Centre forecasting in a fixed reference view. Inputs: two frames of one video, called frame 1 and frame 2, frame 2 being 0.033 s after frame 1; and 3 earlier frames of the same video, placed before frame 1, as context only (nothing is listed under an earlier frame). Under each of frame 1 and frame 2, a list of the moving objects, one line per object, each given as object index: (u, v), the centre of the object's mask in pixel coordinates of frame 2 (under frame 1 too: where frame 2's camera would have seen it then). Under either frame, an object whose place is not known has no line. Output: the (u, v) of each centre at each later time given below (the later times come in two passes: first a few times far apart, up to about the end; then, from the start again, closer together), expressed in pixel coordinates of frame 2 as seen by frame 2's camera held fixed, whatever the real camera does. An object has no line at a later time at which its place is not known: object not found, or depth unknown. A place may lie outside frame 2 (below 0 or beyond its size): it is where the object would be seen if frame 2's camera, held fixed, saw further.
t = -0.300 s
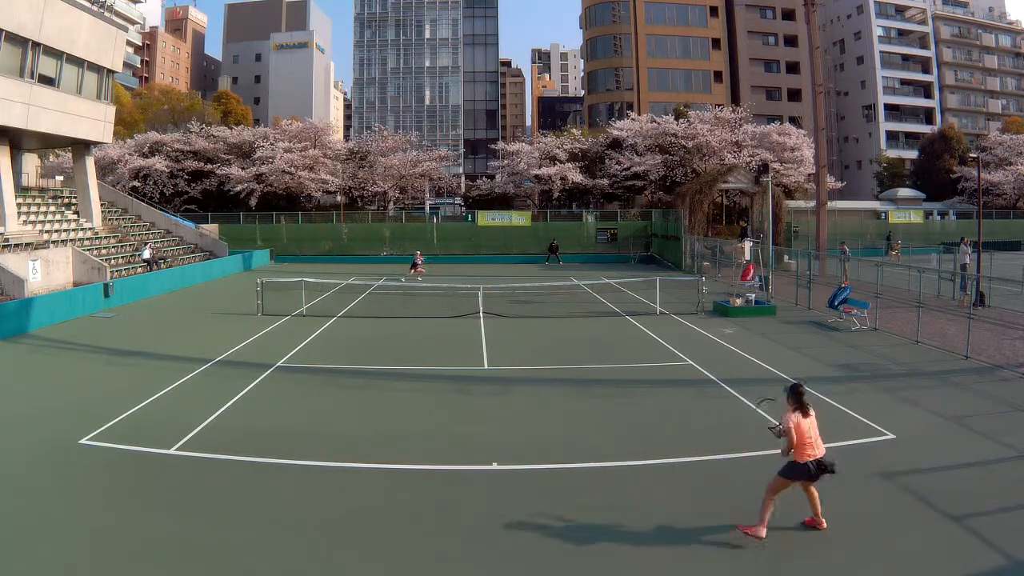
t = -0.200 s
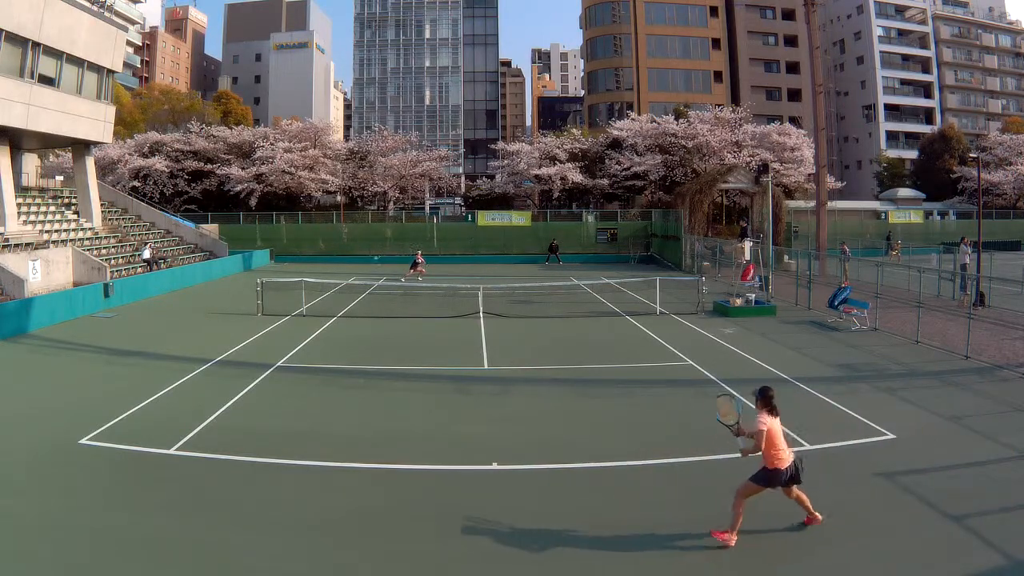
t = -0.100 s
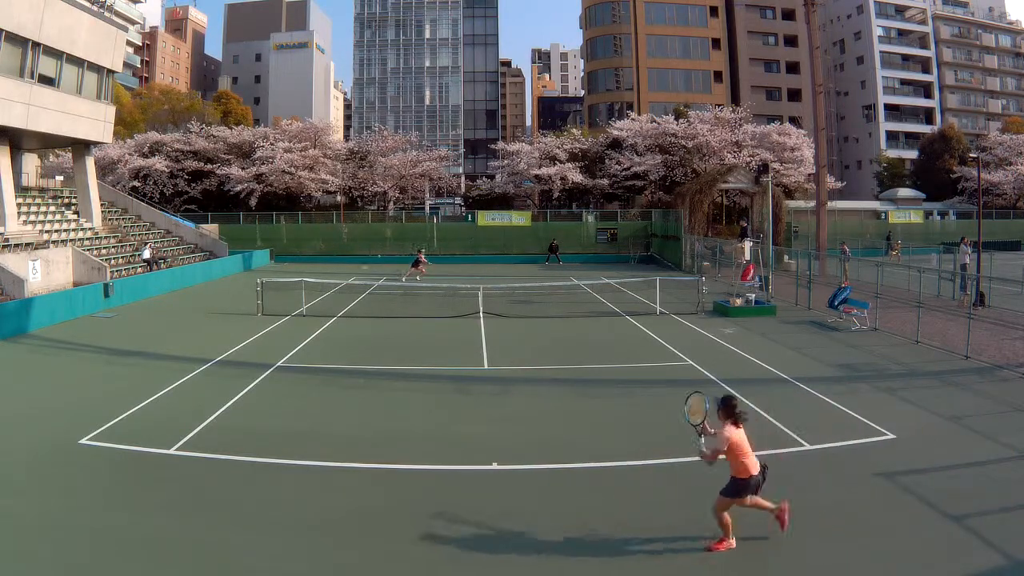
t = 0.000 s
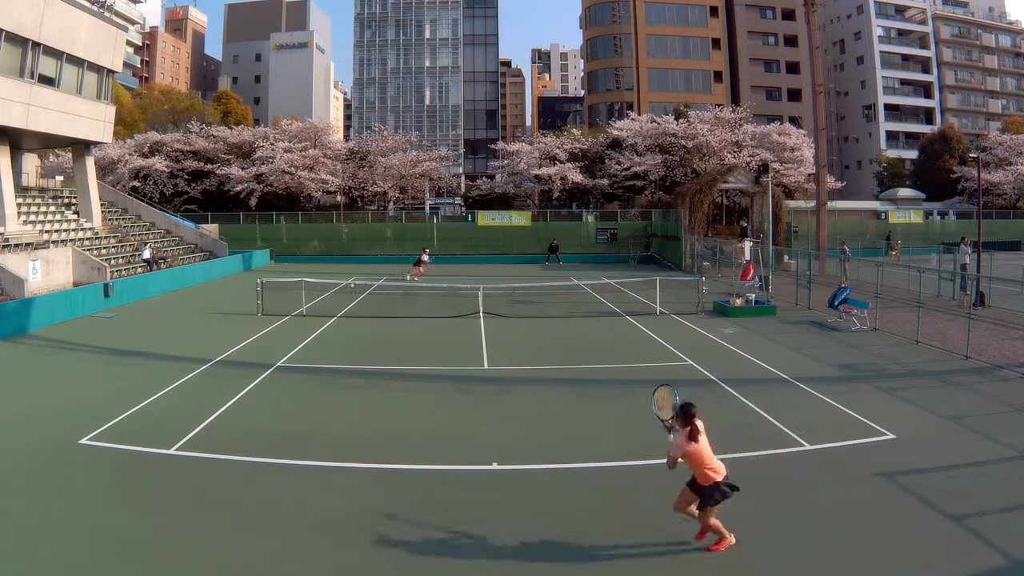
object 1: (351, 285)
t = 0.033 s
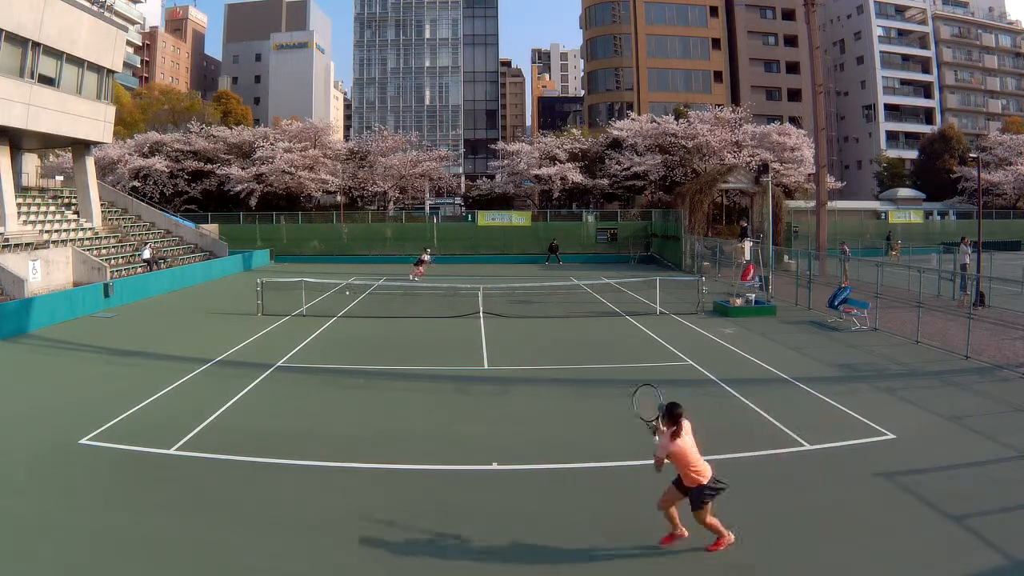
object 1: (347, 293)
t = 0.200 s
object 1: (315, 350)
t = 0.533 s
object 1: (252, 375)
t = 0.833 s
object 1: (162, 453)
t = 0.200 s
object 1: (315, 350)
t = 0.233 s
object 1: (309, 367)
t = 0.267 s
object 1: (300, 384)
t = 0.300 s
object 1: (294, 385)
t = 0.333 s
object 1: (289, 381)
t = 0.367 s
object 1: (284, 378)
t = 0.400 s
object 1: (278, 376)
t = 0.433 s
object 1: (272, 375)
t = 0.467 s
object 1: (266, 374)
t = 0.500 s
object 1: (258, 374)
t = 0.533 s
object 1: (252, 375)
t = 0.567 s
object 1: (244, 377)
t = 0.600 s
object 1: (236, 380)
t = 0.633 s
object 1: (226, 386)
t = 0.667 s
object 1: (217, 393)
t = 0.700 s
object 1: (207, 401)
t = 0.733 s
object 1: (198, 410)
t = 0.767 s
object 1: (186, 422)
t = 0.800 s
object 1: (174, 437)
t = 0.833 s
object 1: (162, 453)
